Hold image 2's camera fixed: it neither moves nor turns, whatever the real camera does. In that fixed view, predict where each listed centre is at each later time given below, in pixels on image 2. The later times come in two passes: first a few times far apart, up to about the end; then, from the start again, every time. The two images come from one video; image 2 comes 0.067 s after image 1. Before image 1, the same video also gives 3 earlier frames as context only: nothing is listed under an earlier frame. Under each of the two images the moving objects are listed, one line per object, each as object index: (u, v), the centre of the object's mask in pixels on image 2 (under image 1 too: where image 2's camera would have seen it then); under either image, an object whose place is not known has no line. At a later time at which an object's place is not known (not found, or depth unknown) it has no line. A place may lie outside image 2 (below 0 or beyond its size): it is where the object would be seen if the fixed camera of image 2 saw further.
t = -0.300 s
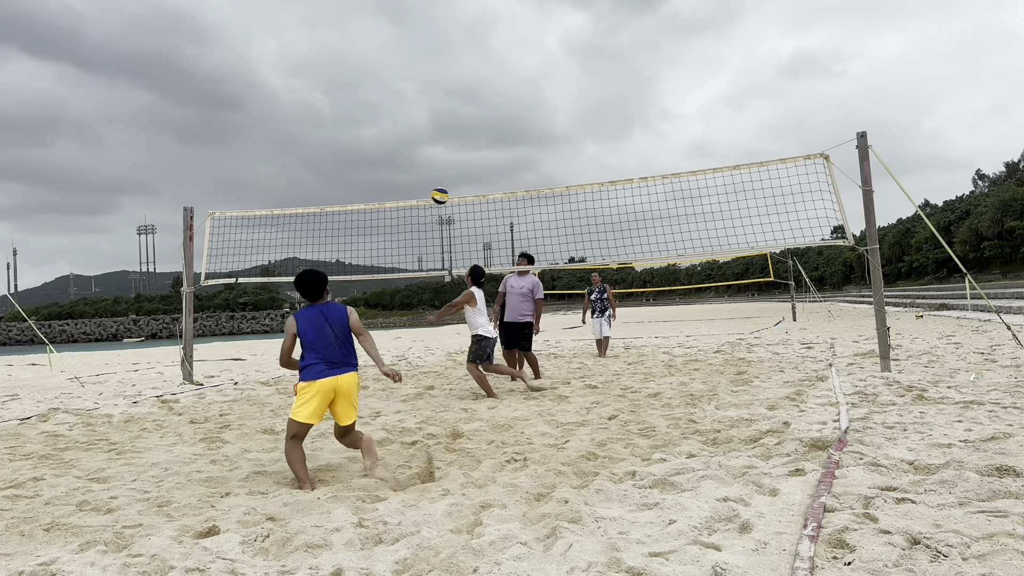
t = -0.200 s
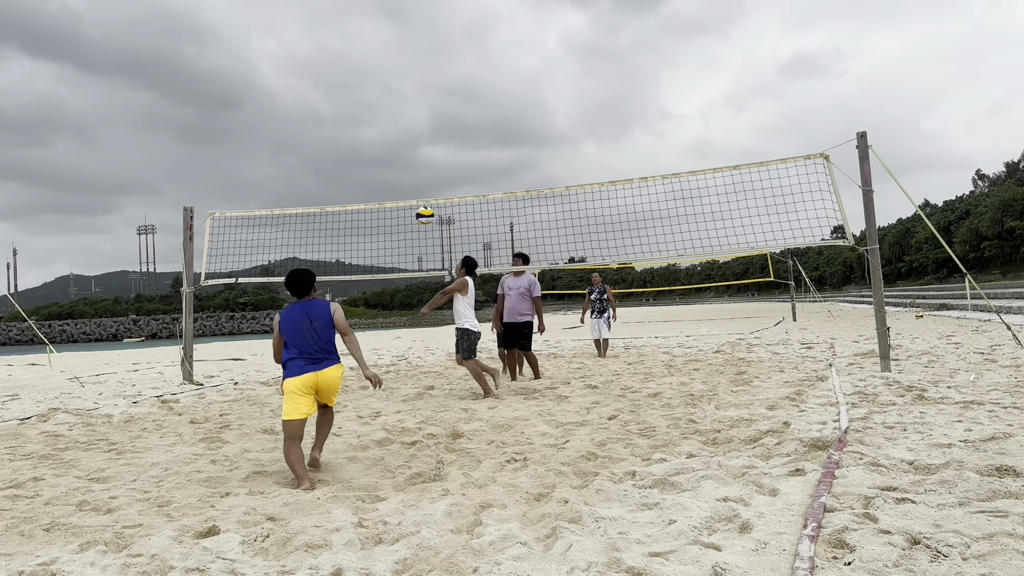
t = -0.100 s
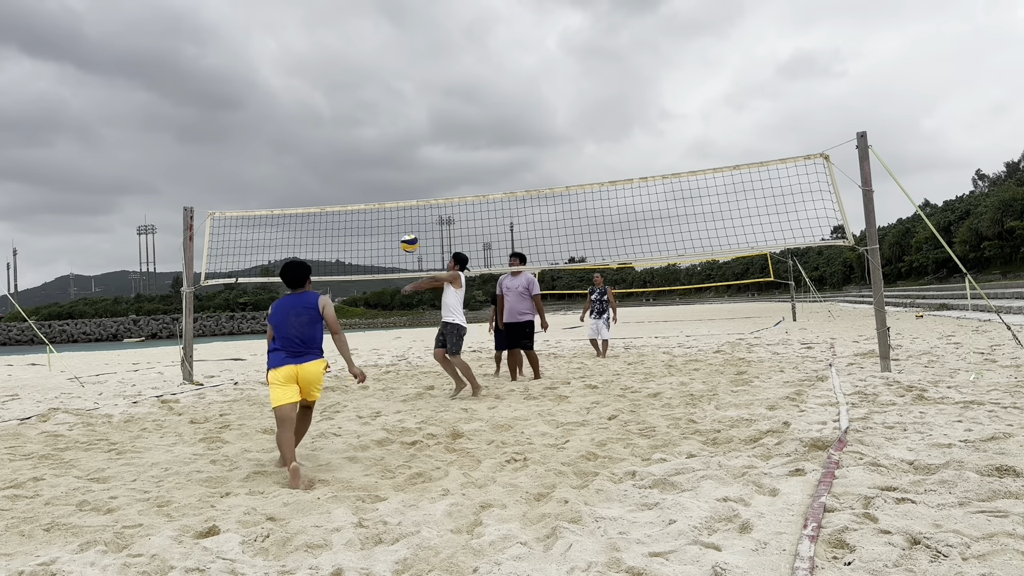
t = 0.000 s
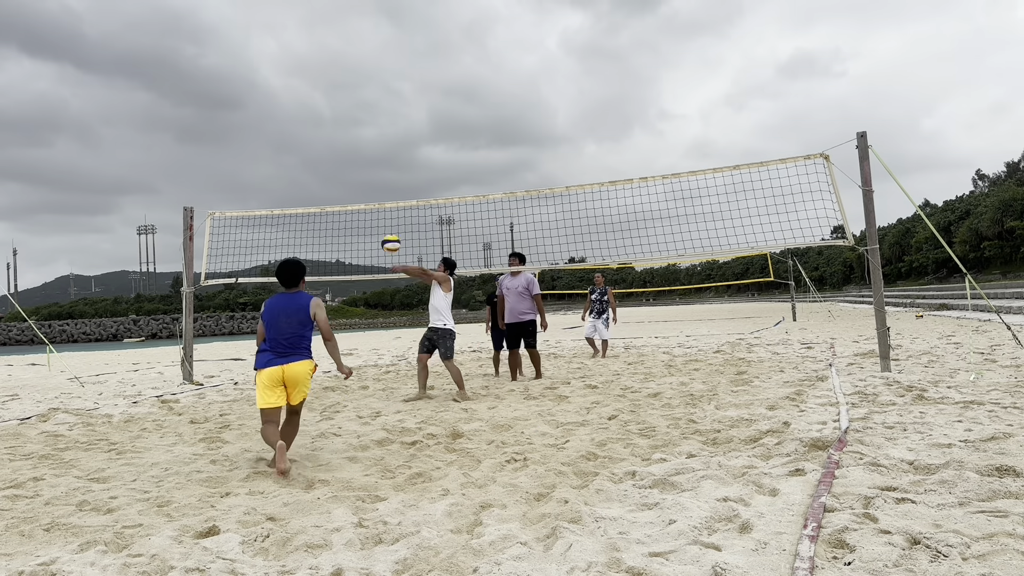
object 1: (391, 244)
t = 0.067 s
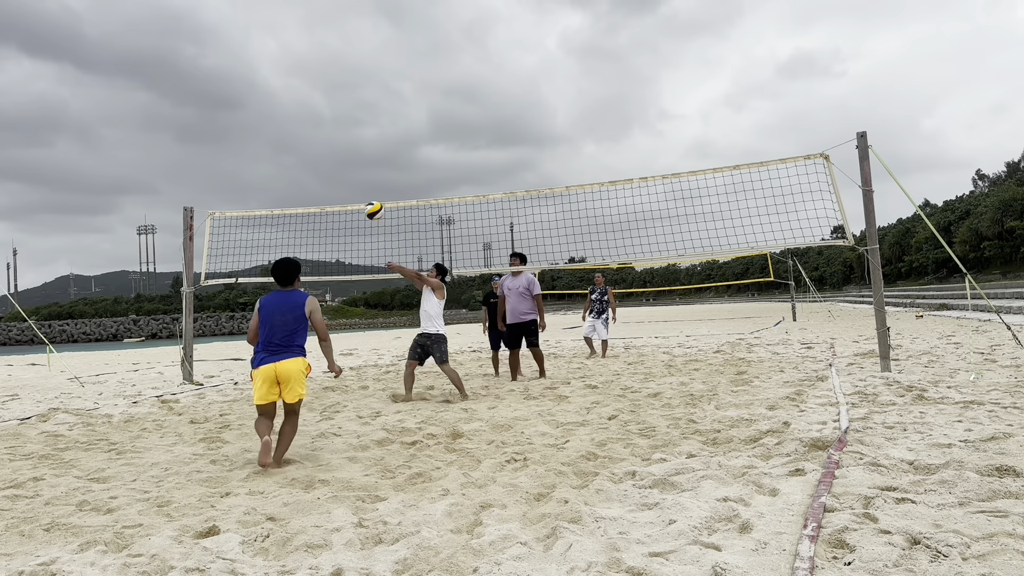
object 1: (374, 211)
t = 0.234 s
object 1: (332, 143)
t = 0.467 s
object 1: (274, 88)
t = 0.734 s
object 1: (207, 83)
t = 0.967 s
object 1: (150, 135)
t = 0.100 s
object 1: (365, 195)
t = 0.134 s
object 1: (357, 181)
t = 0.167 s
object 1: (349, 167)
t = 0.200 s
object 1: (341, 155)
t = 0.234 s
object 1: (332, 143)
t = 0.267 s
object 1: (325, 132)
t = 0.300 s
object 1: (316, 122)
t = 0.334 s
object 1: (308, 113)
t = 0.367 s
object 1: (299, 105)
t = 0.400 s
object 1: (291, 99)
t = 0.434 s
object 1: (283, 93)
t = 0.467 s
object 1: (274, 88)
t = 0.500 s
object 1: (266, 84)
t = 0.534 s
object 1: (258, 81)
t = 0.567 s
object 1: (249, 78)
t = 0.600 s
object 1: (241, 77)
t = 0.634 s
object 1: (233, 77)
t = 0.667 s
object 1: (224, 78)
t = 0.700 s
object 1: (216, 80)
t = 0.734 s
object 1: (207, 83)
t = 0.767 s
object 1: (199, 87)
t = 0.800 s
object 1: (191, 93)
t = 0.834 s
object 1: (183, 99)
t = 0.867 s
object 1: (174, 107)
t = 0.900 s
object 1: (167, 115)
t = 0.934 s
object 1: (158, 125)
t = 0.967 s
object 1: (150, 135)
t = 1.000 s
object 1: (141, 147)
